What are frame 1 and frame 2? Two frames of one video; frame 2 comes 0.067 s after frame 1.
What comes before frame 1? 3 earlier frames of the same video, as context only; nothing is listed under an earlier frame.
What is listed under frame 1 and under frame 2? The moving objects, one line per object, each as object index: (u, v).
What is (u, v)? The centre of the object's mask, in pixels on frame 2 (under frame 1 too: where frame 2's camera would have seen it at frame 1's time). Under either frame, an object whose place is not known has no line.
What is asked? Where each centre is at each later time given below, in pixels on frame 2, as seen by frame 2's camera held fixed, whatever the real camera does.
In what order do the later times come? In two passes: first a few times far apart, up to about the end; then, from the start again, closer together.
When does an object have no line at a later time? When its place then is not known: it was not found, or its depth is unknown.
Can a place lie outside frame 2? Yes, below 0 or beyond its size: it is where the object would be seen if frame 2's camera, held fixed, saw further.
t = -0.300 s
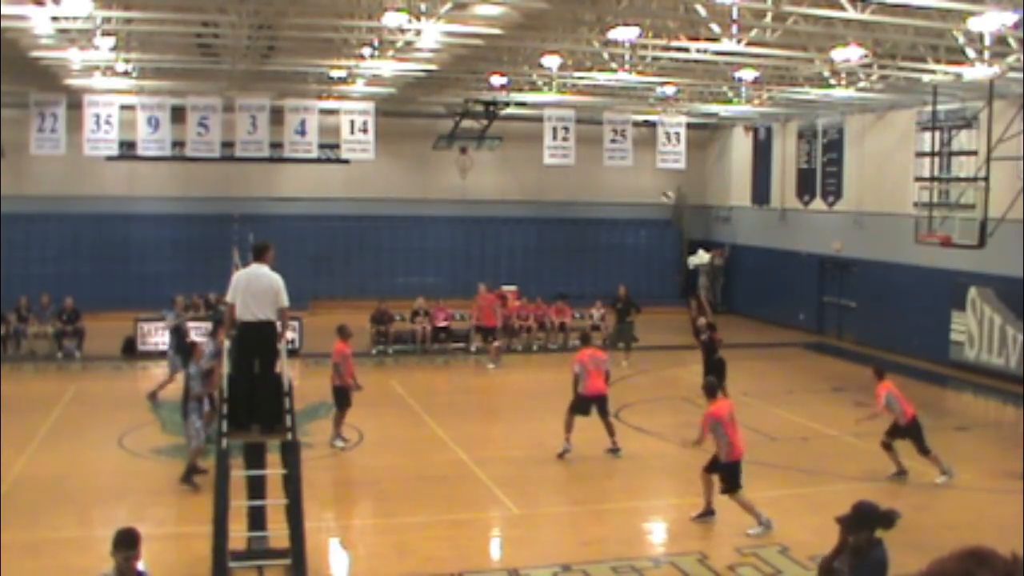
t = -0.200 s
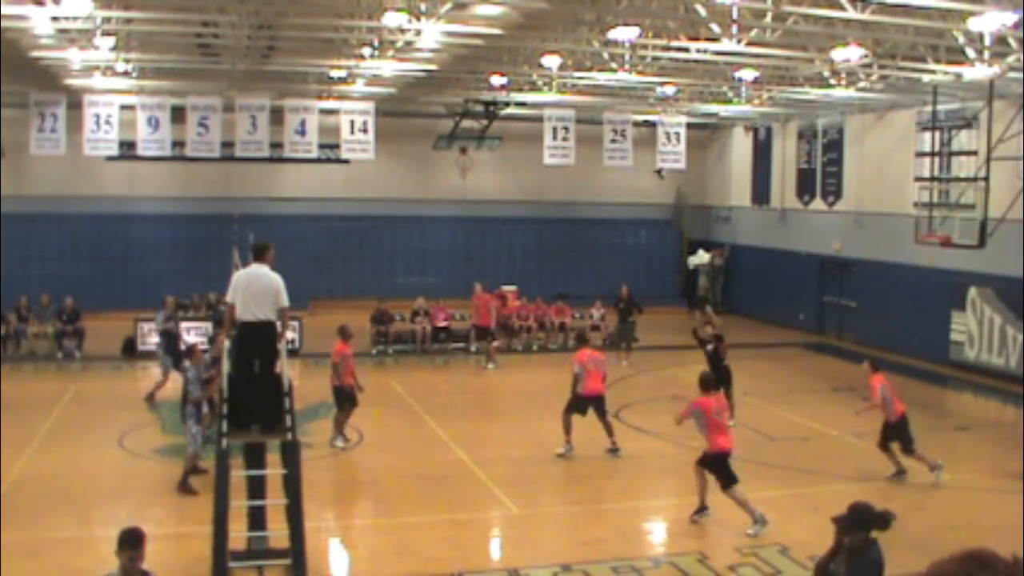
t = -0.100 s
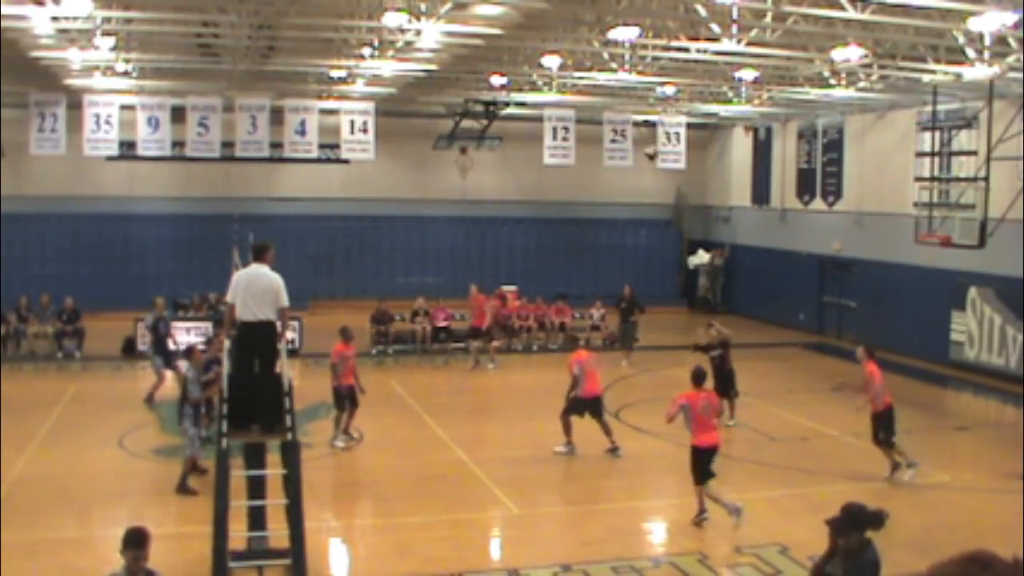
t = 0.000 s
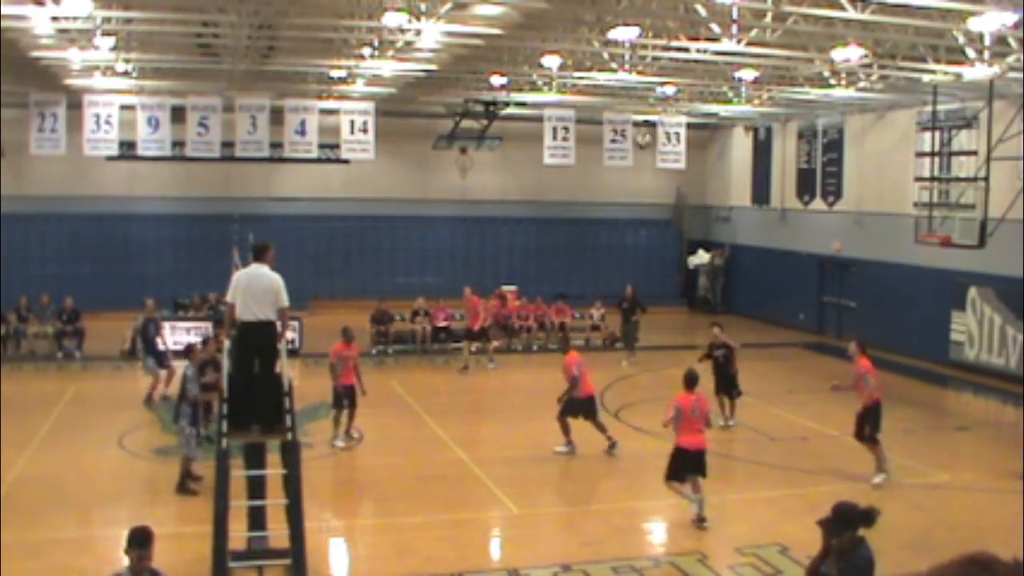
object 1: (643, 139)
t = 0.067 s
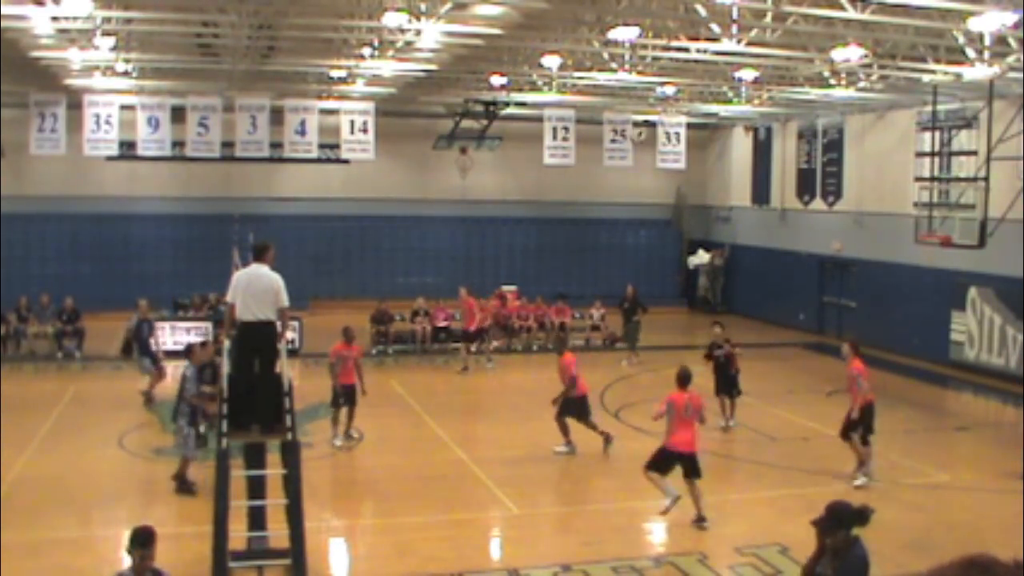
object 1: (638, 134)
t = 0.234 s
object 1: (623, 142)
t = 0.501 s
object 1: (595, 193)
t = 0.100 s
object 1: (635, 134)
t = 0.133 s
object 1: (632, 134)
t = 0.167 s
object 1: (629, 136)
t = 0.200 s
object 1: (626, 138)
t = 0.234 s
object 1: (623, 142)
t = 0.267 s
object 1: (620, 144)
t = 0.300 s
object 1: (616, 148)
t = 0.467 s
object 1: (598, 183)
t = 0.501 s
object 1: (595, 193)
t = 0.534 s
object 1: (591, 204)
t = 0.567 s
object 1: (586, 218)
